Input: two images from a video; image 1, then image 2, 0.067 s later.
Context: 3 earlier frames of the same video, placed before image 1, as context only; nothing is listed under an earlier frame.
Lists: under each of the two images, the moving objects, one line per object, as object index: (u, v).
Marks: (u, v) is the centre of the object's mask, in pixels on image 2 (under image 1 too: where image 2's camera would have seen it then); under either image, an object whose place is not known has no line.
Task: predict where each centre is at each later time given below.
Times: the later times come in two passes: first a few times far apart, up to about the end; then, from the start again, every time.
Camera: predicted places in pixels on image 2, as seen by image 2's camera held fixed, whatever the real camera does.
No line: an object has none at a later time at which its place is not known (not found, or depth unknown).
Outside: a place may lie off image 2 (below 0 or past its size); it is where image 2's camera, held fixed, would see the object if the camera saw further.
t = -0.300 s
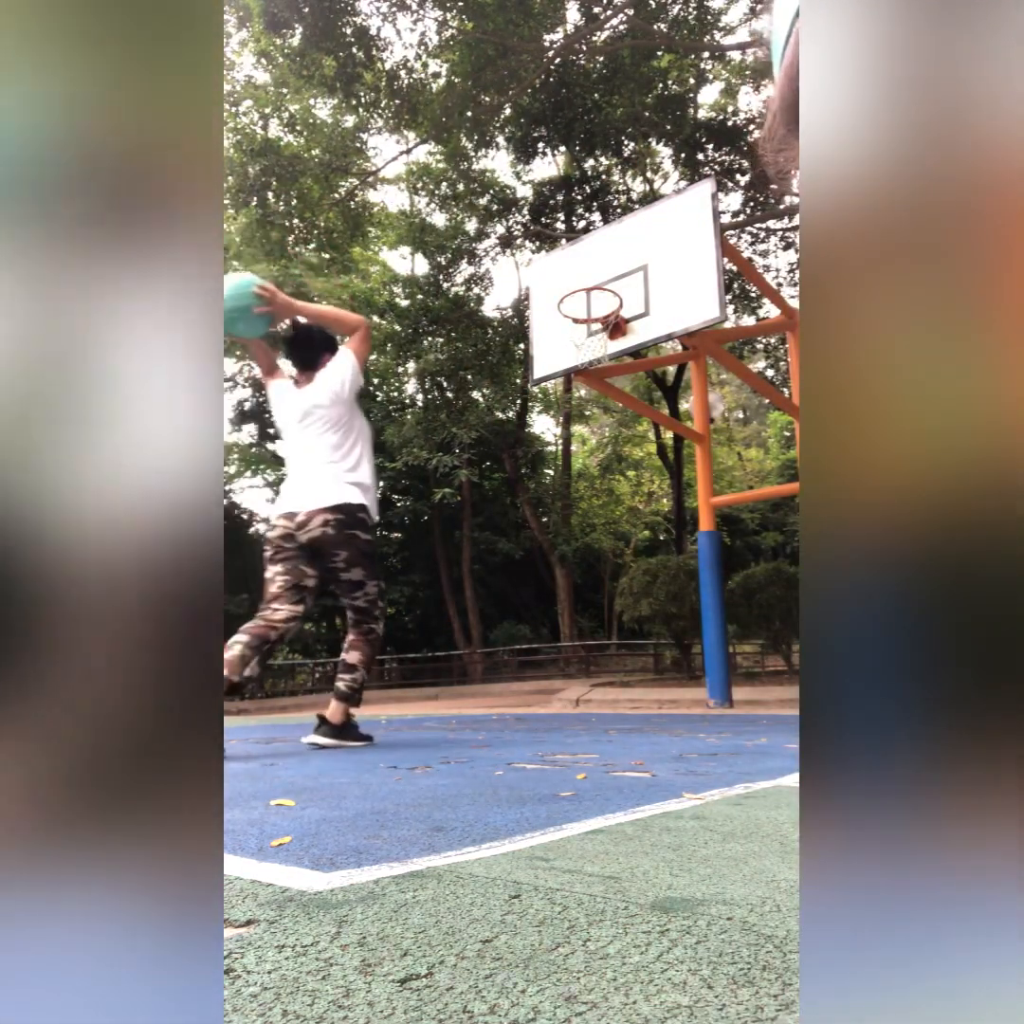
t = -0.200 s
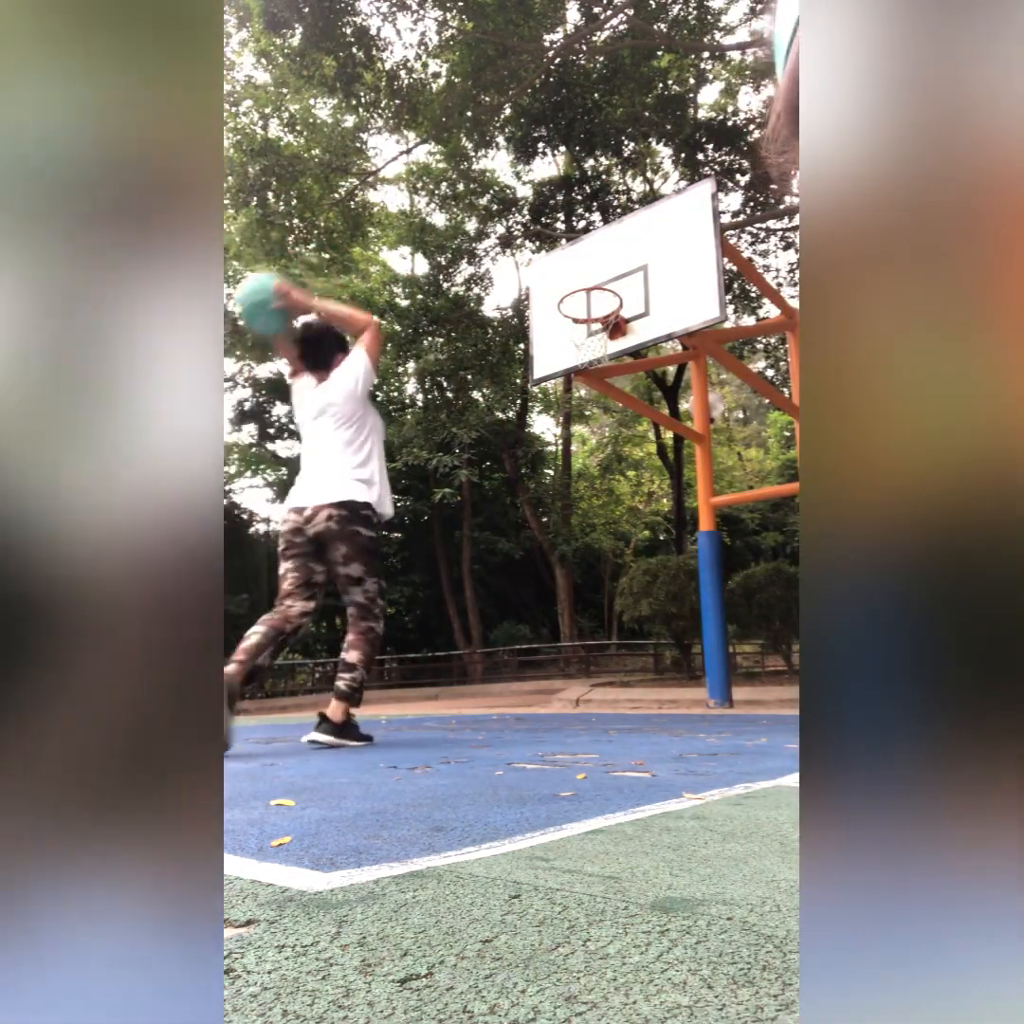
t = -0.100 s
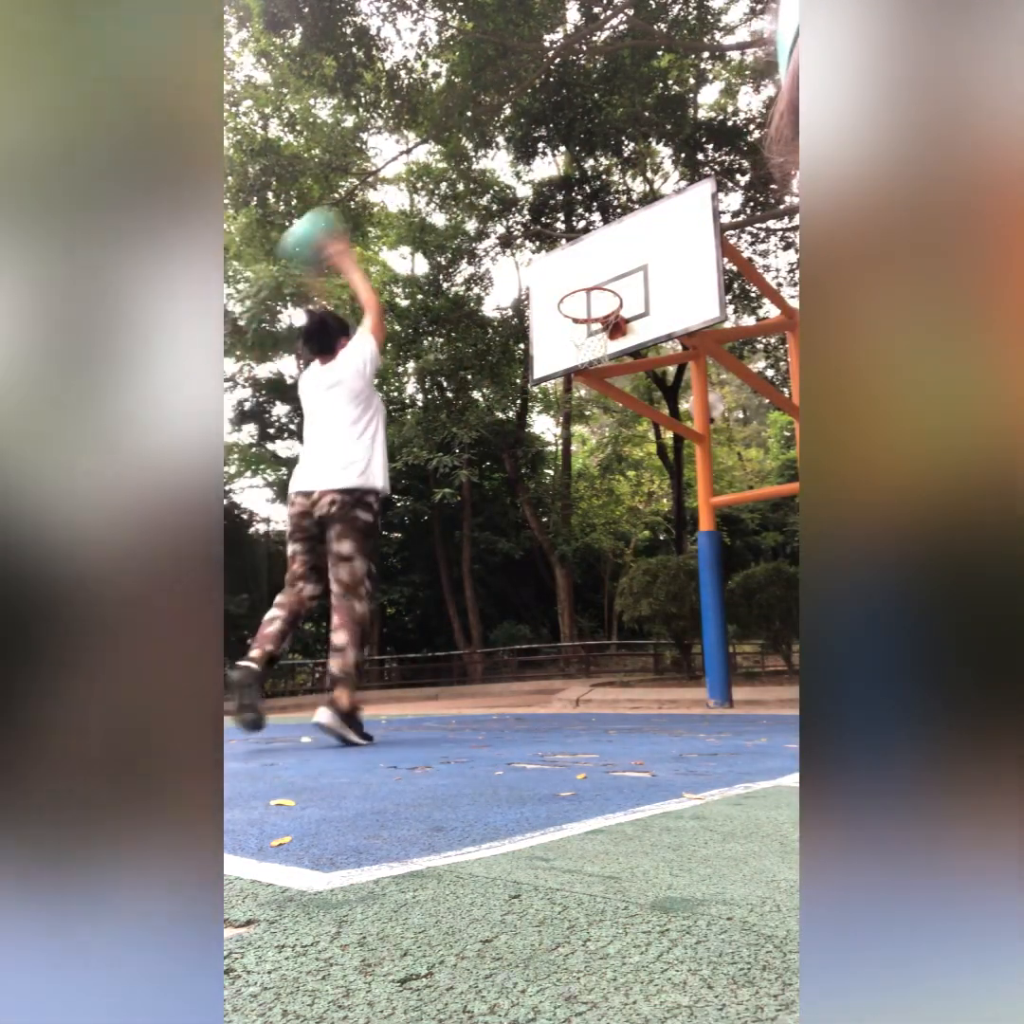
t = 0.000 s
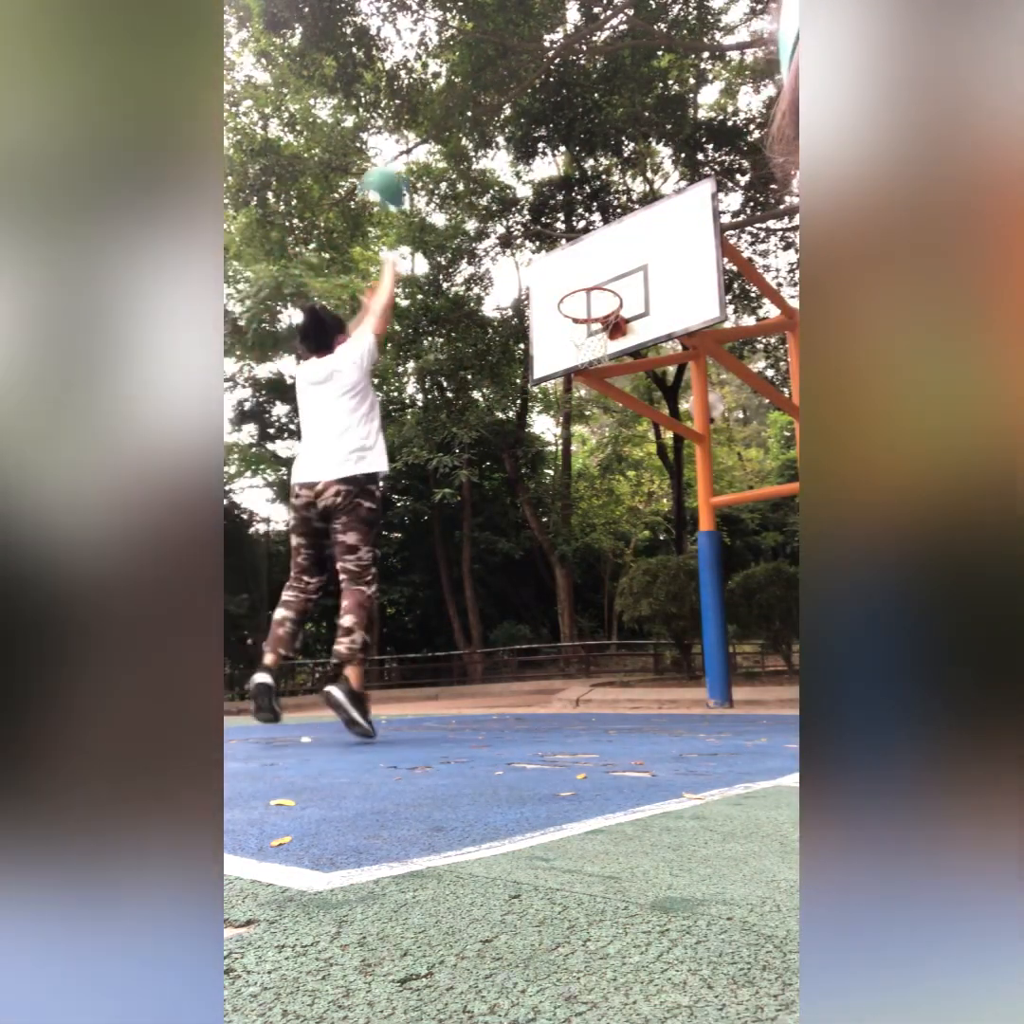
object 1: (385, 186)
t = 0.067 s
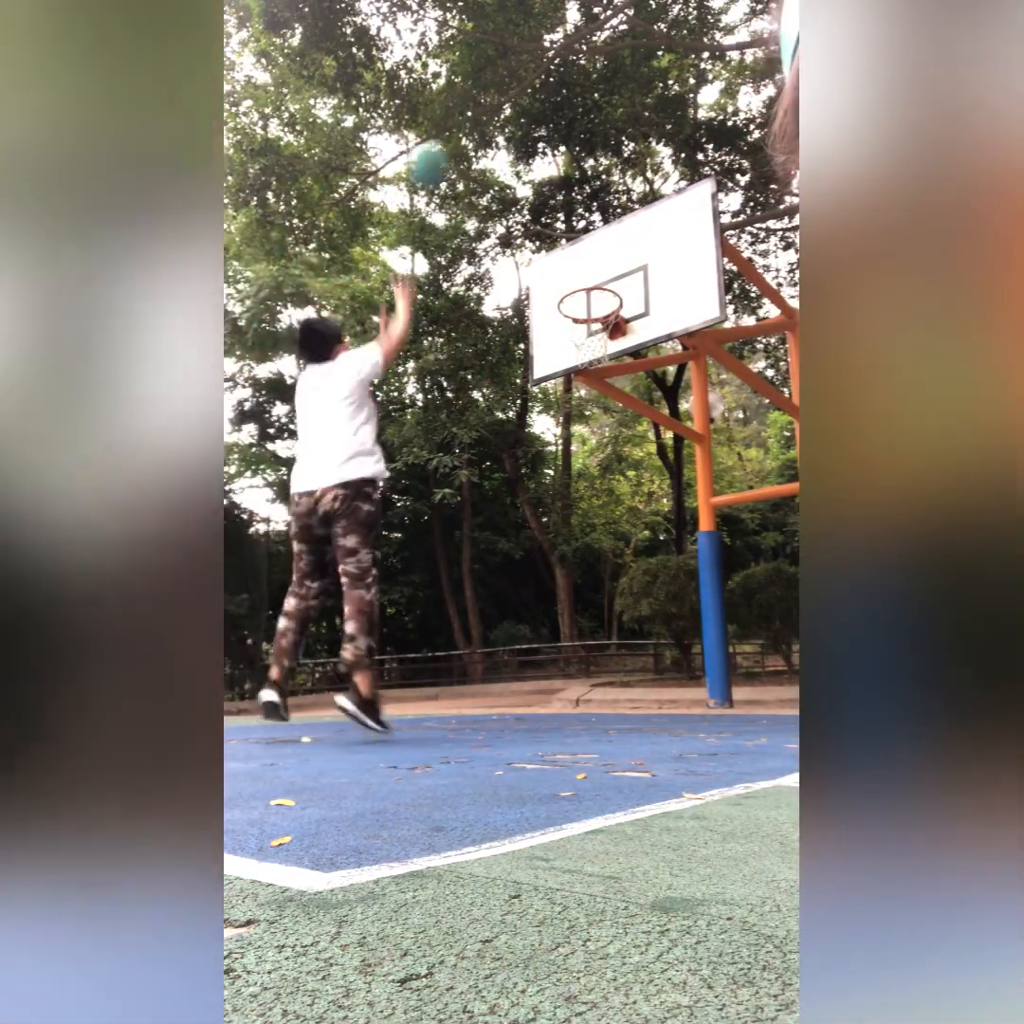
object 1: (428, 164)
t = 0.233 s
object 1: (507, 148)
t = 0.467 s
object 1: (585, 189)
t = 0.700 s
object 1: (628, 257)
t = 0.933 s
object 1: (562, 295)
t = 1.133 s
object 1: (489, 400)
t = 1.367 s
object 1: (379, 658)
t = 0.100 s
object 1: (447, 158)
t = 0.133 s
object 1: (461, 152)
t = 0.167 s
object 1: (474, 151)
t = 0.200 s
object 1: (492, 147)
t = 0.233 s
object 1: (507, 148)
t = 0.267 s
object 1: (520, 150)
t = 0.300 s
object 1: (529, 153)
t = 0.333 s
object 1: (541, 157)
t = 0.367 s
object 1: (558, 166)
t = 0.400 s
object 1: (566, 173)
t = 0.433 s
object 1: (575, 179)
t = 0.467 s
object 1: (585, 189)
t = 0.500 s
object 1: (595, 197)
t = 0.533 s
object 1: (603, 207)
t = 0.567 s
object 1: (611, 217)
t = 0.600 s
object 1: (622, 232)
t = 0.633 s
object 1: (630, 245)
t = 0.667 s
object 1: (636, 257)
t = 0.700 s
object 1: (628, 257)
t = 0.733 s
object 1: (619, 258)
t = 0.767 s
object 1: (611, 260)
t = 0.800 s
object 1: (601, 264)
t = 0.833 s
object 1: (591, 270)
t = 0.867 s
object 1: (582, 276)
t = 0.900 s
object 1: (572, 285)
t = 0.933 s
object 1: (562, 295)
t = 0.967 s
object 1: (551, 308)
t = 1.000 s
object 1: (534, 324)
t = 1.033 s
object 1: (524, 337)
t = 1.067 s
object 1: (514, 357)
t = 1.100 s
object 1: (502, 375)
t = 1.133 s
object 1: (489, 400)
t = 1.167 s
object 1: (476, 428)
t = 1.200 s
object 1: (463, 456)
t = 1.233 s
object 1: (448, 490)
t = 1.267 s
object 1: (433, 527)
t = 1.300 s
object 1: (415, 569)
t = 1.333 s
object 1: (397, 615)
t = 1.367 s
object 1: (379, 658)
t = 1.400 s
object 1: (357, 699)
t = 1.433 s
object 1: (347, 657)
